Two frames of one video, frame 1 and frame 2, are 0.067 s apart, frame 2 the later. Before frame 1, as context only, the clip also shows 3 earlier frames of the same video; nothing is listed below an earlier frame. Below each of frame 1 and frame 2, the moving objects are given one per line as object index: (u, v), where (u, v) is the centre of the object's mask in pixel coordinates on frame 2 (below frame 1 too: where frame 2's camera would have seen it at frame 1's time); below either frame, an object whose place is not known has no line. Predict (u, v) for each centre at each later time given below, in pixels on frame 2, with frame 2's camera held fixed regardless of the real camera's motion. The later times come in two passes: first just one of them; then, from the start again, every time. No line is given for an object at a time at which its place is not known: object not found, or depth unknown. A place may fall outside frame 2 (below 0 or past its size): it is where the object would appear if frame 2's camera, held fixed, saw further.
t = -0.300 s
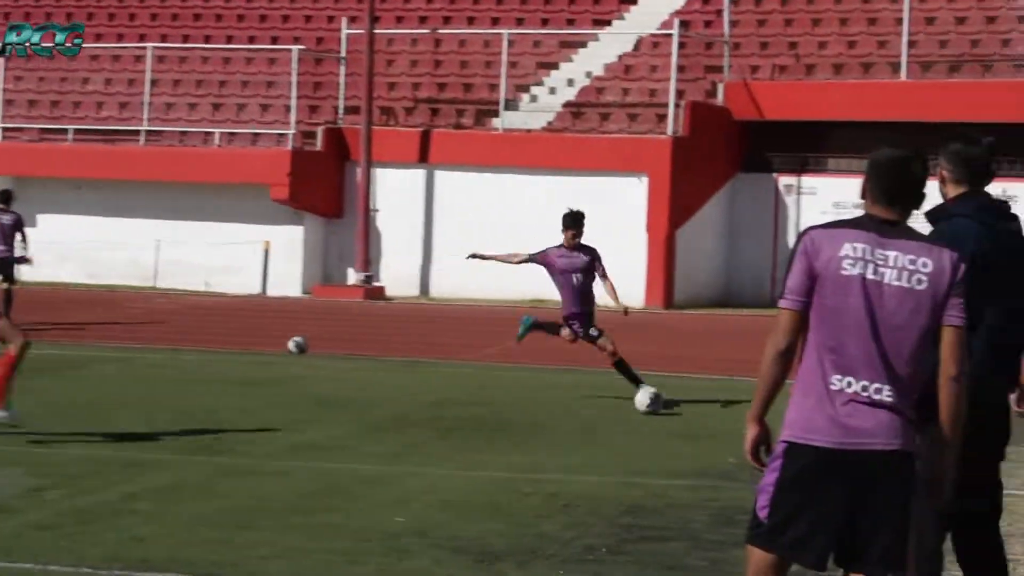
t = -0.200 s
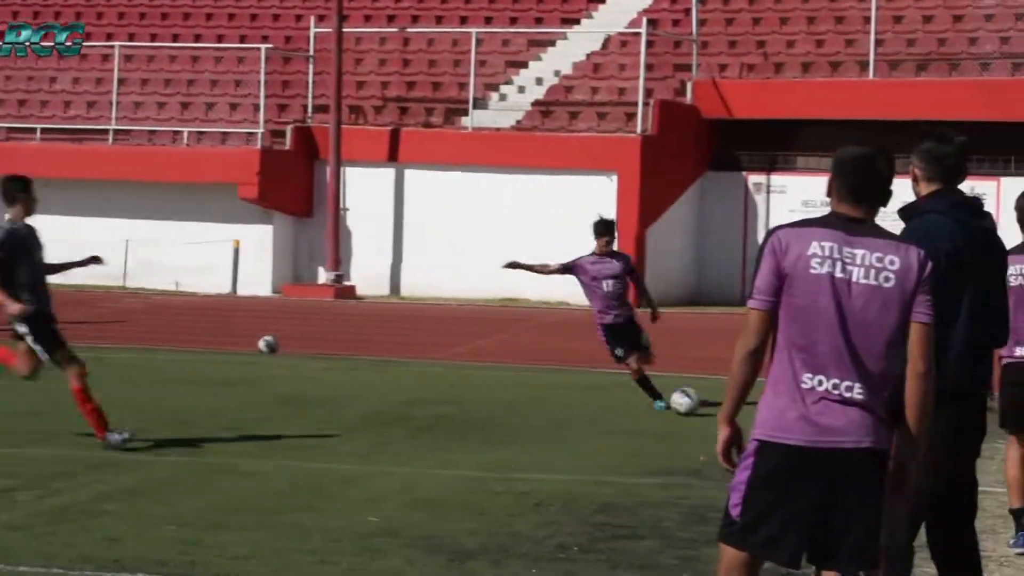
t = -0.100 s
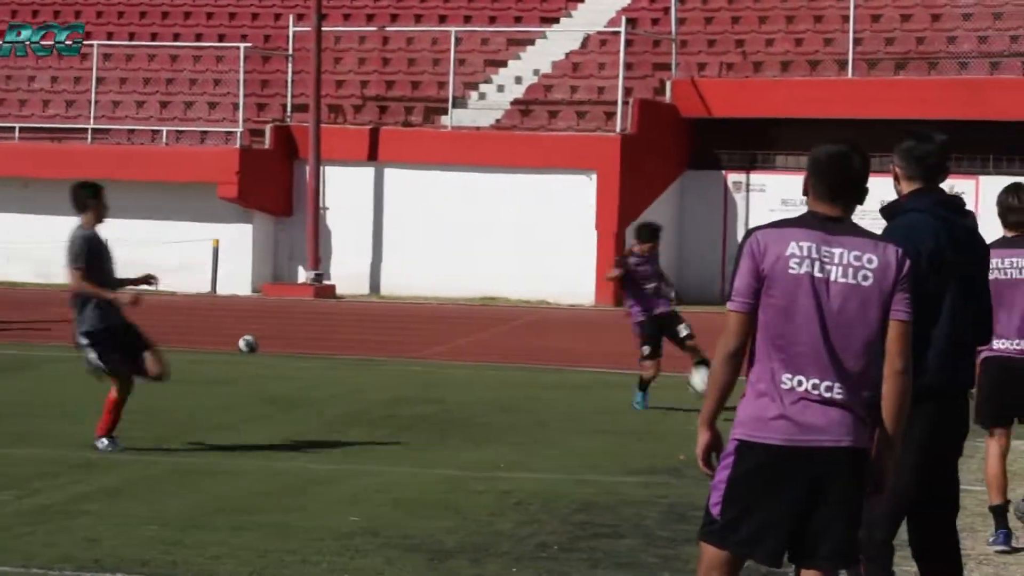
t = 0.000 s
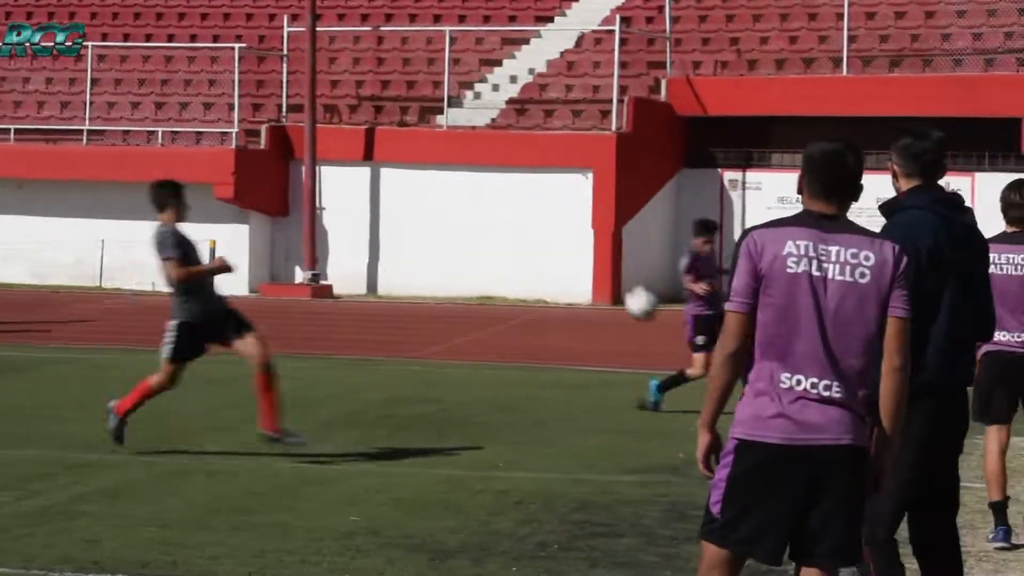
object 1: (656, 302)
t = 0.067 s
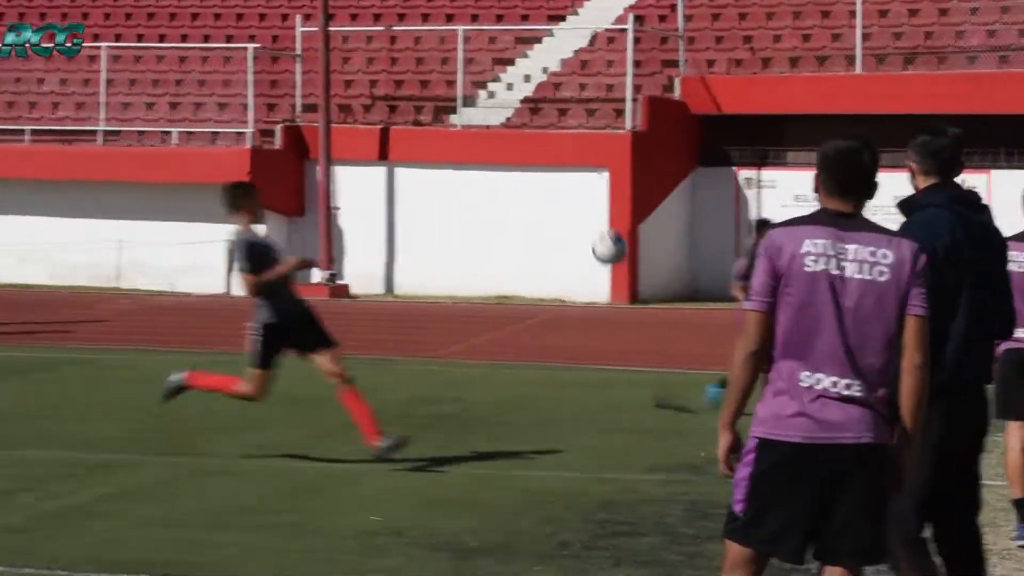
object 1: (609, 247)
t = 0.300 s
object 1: (340, 28)
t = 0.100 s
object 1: (582, 220)
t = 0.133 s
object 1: (551, 189)
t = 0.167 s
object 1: (516, 160)
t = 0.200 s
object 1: (477, 128)
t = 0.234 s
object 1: (436, 96)
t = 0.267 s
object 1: (389, 63)
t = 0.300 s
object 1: (340, 28)
